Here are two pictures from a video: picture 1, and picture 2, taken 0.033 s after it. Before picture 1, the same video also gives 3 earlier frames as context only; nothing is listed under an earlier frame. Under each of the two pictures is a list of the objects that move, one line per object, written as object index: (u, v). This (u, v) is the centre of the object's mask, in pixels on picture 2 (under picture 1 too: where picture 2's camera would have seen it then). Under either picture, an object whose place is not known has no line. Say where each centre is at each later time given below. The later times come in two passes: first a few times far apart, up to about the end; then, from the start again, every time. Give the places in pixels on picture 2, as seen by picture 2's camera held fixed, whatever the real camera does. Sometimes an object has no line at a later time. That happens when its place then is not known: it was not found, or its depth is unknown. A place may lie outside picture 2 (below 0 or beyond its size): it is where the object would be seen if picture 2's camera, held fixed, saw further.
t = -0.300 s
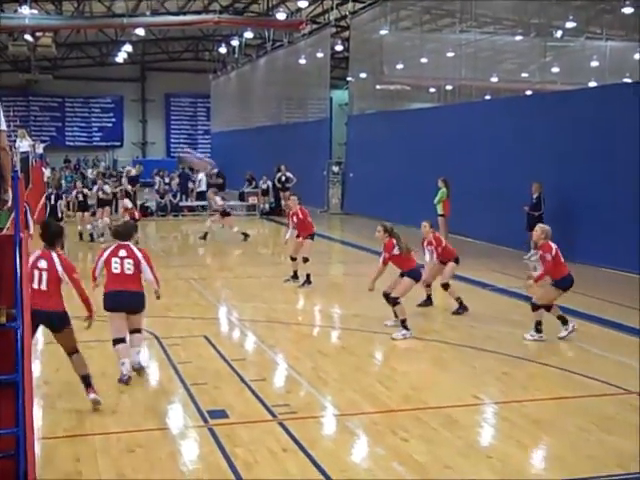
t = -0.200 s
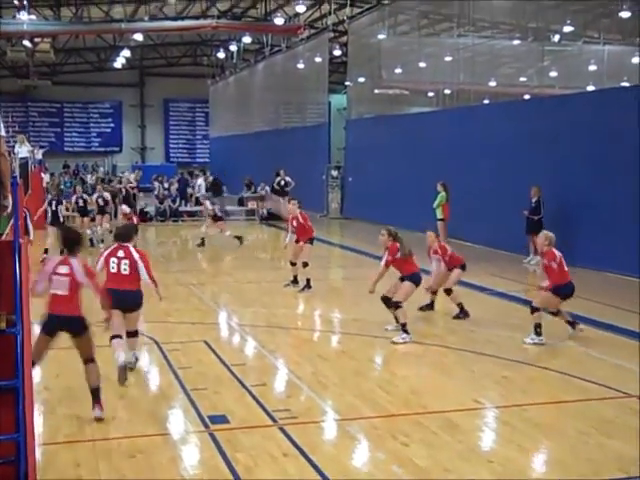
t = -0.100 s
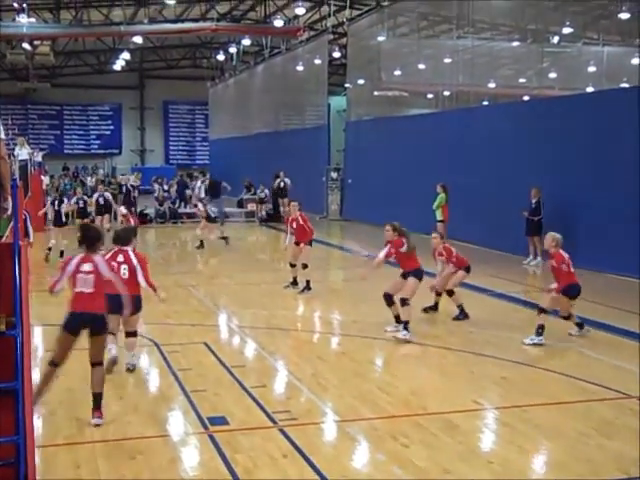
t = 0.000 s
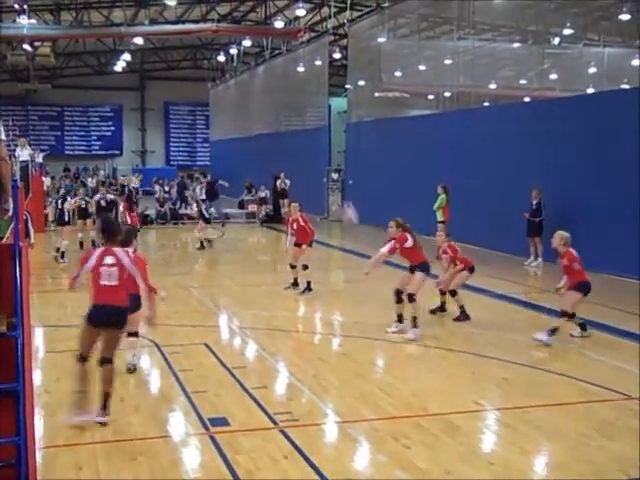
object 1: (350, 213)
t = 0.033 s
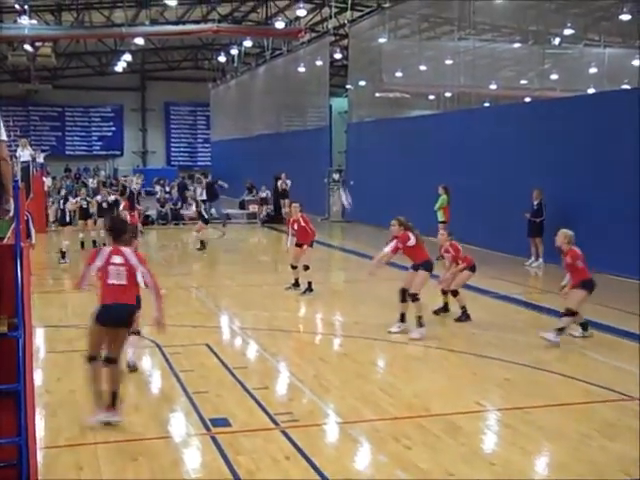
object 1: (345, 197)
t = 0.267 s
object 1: (291, 107)
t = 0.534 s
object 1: (234, 51)
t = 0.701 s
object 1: (199, 45)
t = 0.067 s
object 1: (334, 182)
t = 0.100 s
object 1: (327, 169)
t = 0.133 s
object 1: (320, 155)
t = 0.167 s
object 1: (313, 142)
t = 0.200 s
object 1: (306, 130)
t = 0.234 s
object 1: (299, 117)
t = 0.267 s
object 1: (291, 107)
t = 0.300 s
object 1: (284, 98)
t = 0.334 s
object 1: (278, 90)
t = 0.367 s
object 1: (272, 80)
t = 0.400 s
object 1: (264, 72)
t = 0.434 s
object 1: (255, 67)
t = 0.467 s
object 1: (248, 62)
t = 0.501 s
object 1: (242, 57)
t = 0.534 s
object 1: (234, 51)
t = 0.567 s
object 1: (226, 47)
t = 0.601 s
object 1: (219, 46)
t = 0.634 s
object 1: (212, 45)
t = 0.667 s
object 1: (206, 44)
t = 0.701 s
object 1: (199, 45)
